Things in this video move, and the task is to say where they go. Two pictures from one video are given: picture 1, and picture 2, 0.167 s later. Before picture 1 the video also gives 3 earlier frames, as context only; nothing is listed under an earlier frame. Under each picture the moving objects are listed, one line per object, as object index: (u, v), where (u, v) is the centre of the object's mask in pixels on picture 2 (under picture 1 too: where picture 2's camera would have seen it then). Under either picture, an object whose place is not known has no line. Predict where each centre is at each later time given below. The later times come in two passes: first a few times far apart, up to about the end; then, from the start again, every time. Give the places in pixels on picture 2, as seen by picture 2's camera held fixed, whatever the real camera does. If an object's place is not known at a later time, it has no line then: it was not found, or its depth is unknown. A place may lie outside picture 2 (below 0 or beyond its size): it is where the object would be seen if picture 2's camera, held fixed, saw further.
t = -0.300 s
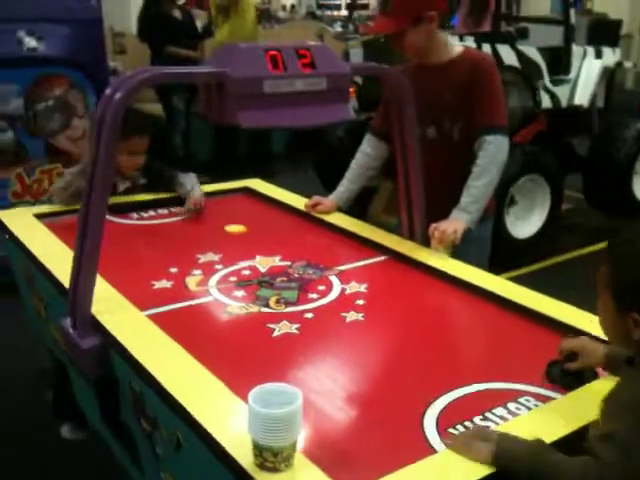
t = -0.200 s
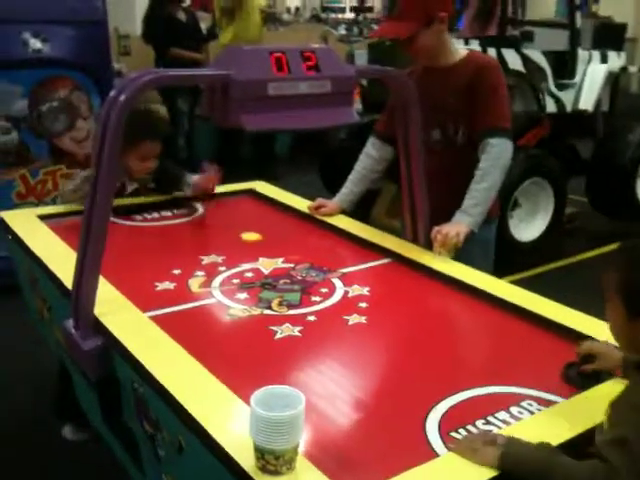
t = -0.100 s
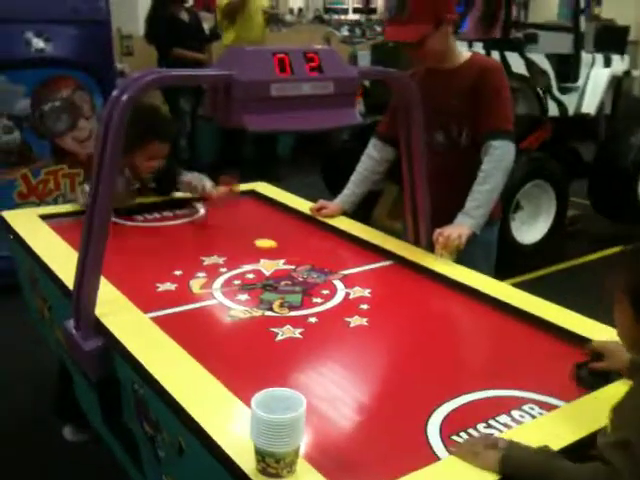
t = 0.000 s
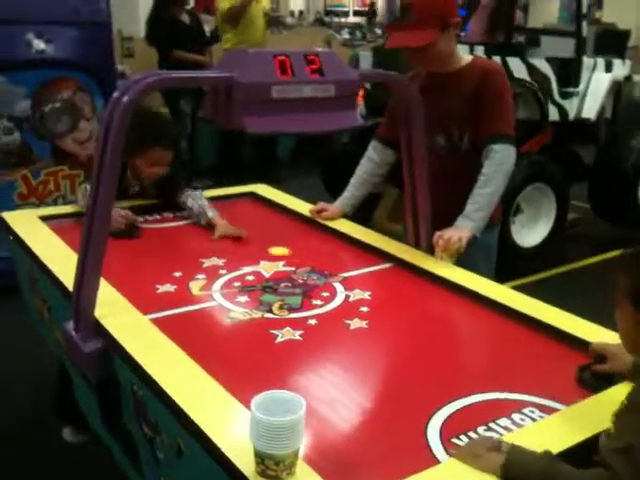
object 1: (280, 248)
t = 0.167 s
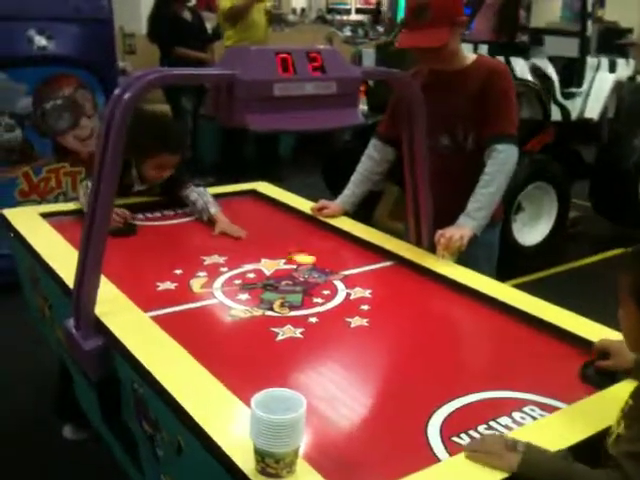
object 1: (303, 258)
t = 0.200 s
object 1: (308, 260)
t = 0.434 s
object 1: (345, 274)
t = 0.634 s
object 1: (379, 286)
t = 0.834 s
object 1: (413, 299)
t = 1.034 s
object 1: (450, 311)
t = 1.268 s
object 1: (492, 323)
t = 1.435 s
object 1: (520, 332)
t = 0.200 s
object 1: (308, 260)
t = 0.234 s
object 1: (313, 262)
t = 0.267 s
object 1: (319, 264)
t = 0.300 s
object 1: (324, 266)
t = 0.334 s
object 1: (329, 268)
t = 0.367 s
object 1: (335, 270)
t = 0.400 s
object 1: (339, 272)
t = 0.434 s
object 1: (345, 274)
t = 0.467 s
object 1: (350, 276)
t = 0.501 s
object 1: (355, 277)
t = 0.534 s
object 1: (362, 280)
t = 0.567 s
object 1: (368, 282)
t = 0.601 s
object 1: (373, 284)
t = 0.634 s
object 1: (379, 286)
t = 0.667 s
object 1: (384, 288)
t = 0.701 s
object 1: (390, 291)
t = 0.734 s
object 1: (396, 293)
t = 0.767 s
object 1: (402, 294)
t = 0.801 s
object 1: (408, 296)
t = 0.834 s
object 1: (413, 299)
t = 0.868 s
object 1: (420, 301)
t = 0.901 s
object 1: (426, 303)
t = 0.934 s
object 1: (432, 305)
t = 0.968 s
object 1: (437, 306)
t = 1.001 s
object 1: (444, 309)
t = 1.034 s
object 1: (450, 311)
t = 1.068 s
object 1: (456, 313)
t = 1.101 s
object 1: (462, 315)
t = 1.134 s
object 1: (469, 316)
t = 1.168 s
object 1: (475, 318)
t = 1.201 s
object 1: (480, 320)
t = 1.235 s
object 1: (486, 322)
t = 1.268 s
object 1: (492, 323)
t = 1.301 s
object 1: (498, 325)
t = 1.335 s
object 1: (503, 327)
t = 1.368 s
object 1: (509, 329)
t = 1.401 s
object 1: (515, 330)
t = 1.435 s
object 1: (520, 332)
